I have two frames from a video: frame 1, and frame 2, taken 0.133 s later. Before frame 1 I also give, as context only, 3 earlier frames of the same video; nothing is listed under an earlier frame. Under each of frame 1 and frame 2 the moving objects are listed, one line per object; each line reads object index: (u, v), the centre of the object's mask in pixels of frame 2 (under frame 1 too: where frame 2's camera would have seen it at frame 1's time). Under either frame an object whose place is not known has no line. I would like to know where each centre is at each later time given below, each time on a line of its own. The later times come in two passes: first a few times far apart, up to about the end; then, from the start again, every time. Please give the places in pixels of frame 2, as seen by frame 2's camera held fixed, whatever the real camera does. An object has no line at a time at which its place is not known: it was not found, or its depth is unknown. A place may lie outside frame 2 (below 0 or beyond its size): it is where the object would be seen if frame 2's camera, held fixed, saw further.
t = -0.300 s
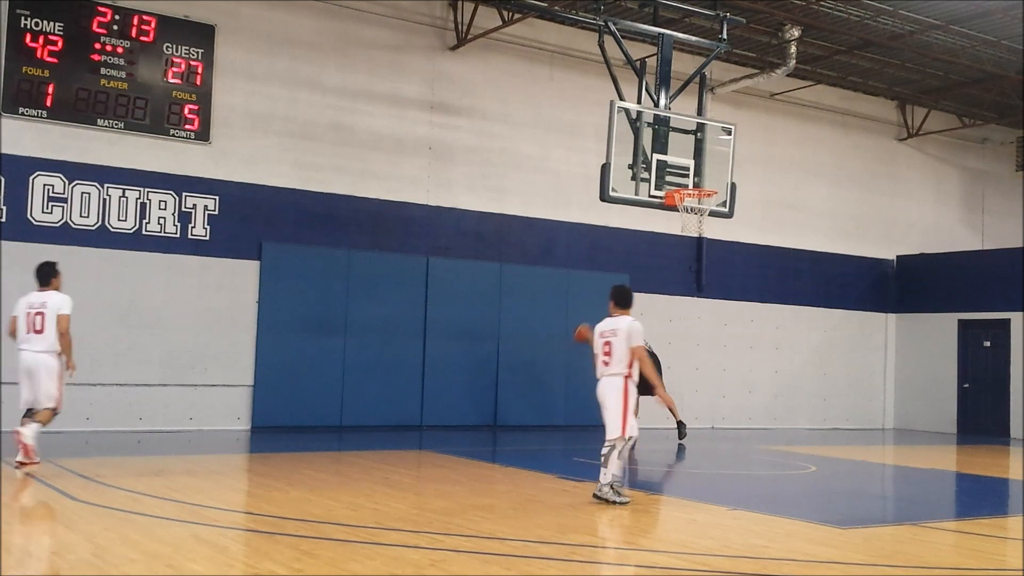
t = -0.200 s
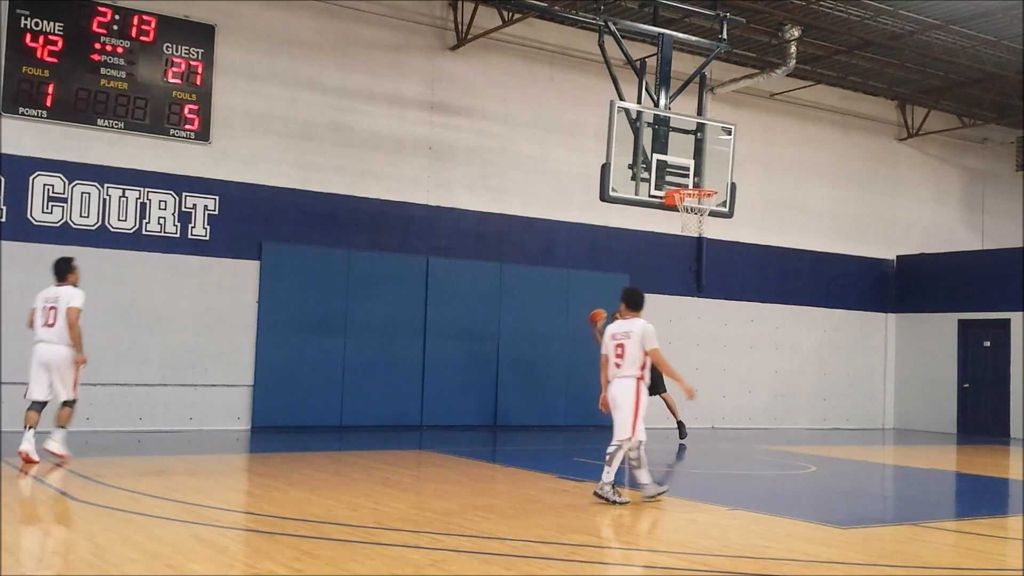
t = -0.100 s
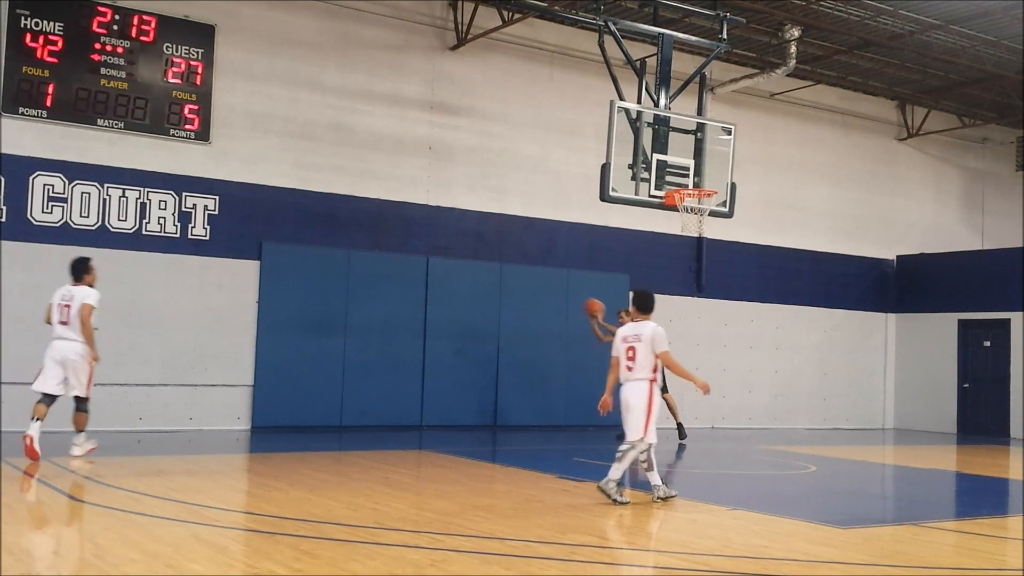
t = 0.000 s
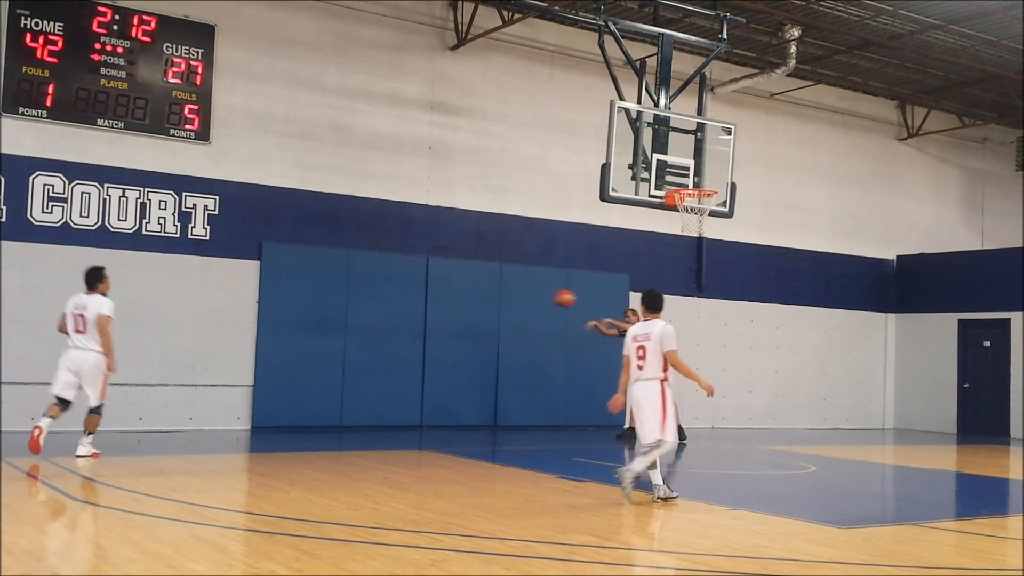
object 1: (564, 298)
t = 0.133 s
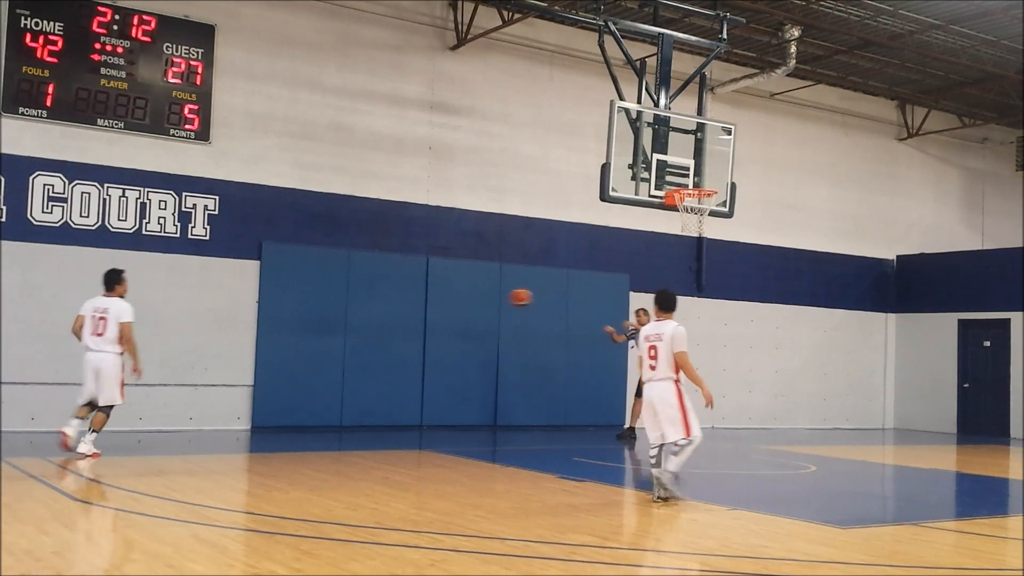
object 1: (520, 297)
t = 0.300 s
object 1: (462, 315)
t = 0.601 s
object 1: (339, 412)
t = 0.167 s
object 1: (509, 298)
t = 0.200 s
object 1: (498, 301)
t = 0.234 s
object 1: (486, 305)
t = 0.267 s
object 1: (474, 309)
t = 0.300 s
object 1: (462, 315)
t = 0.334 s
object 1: (449, 322)
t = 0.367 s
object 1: (436, 329)
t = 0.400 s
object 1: (423, 337)
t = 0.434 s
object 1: (410, 347)
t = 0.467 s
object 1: (396, 358)
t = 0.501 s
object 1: (382, 369)
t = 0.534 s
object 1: (368, 382)
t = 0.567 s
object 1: (354, 396)
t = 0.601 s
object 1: (339, 412)
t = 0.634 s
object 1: (324, 427)
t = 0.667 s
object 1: (315, 422)
